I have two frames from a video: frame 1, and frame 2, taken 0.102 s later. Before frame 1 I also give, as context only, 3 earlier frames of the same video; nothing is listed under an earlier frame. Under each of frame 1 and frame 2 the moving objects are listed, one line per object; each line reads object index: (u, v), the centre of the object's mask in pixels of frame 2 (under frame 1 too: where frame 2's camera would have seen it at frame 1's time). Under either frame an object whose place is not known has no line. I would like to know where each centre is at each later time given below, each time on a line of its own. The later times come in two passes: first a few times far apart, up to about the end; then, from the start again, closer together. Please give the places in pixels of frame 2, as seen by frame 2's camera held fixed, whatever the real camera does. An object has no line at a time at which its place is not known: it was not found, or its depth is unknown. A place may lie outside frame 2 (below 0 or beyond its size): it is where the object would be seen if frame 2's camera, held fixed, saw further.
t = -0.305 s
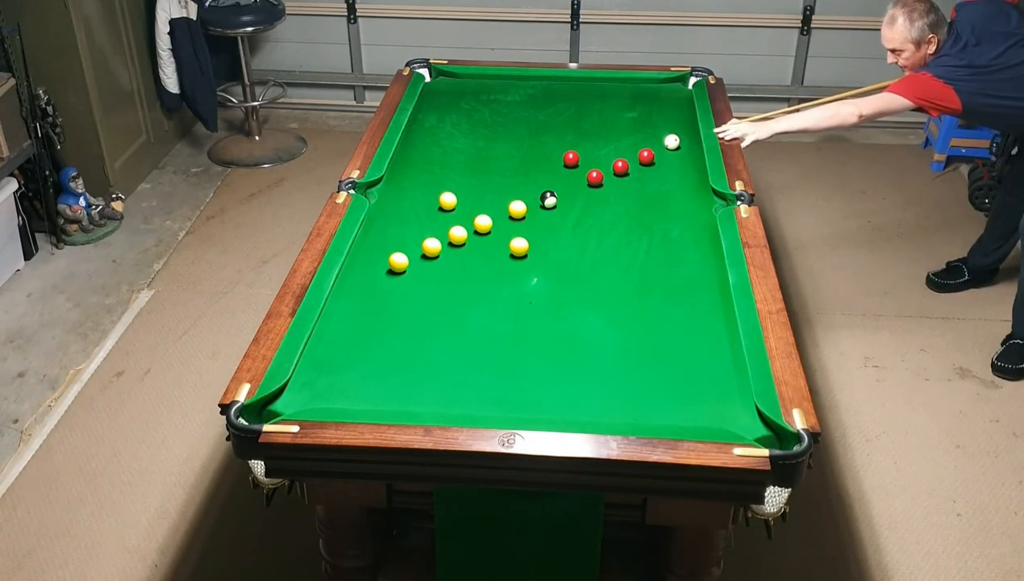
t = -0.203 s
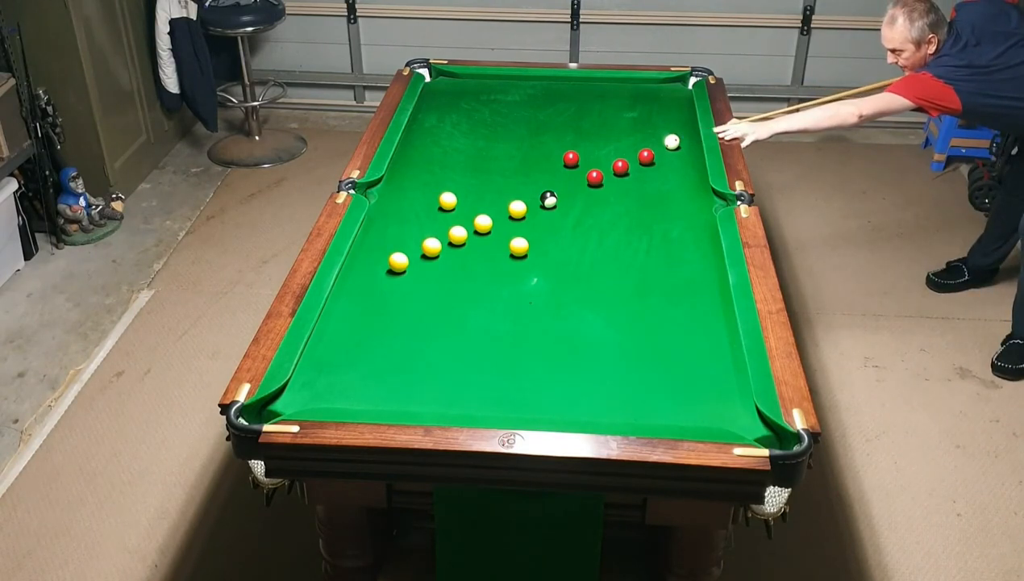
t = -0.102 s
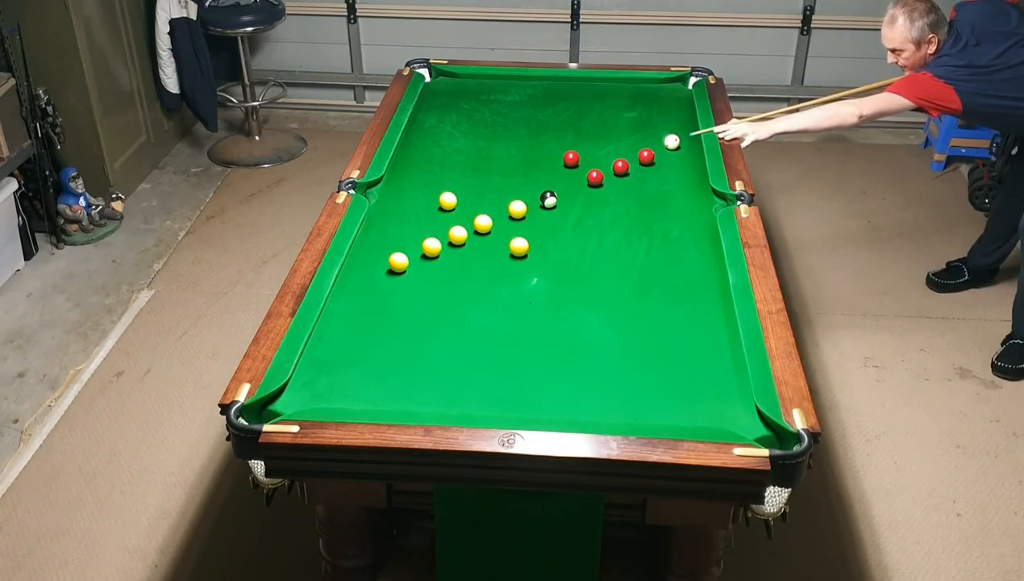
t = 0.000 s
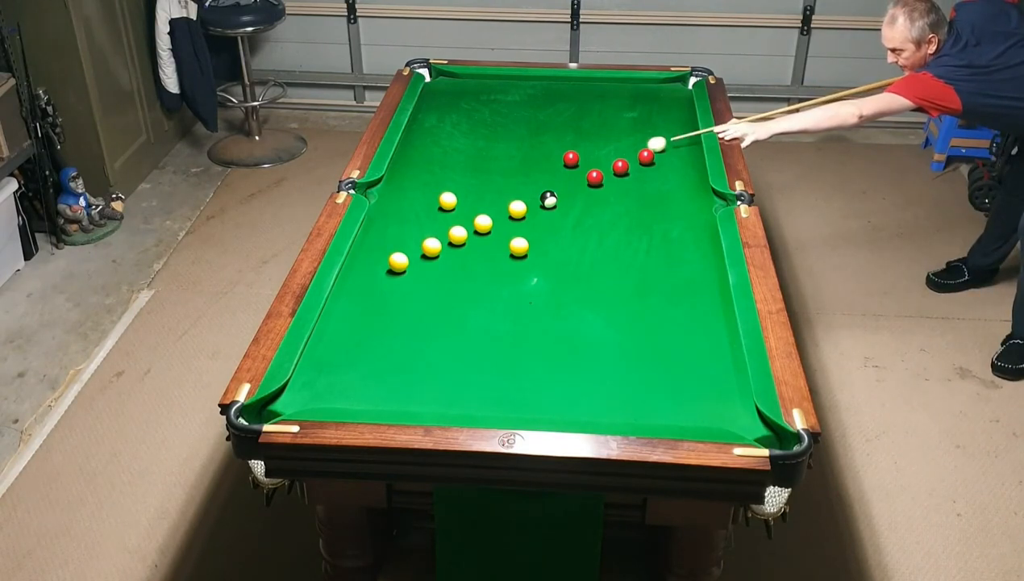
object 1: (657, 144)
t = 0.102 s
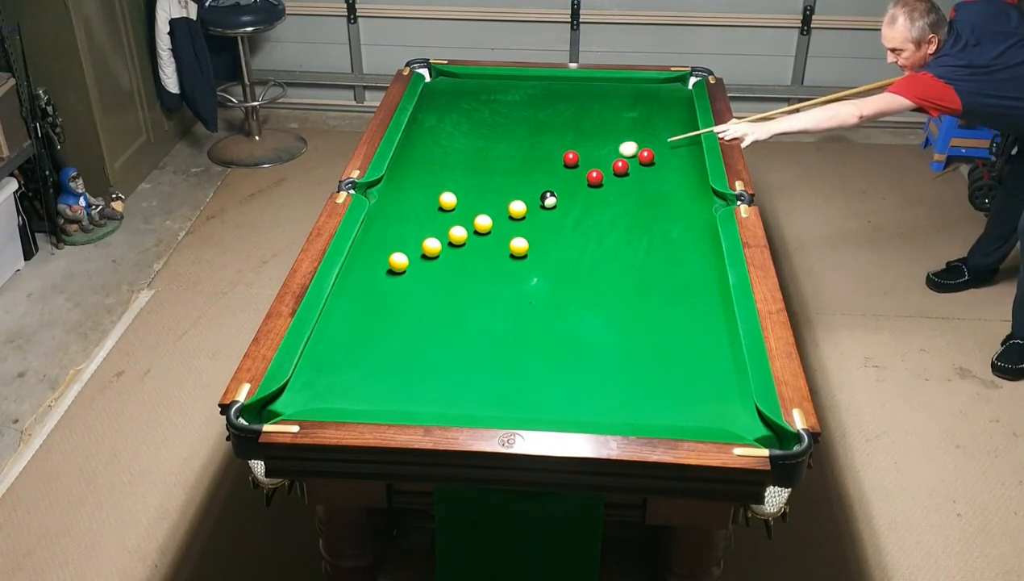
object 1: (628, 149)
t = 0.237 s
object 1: (590, 155)
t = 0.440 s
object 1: (578, 157)
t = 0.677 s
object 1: (565, 158)
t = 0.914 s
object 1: (555, 160)
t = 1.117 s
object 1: (547, 160)
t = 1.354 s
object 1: (539, 161)
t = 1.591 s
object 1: (533, 162)
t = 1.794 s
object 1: (528, 162)
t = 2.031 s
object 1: (526, 162)
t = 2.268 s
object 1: (525, 162)
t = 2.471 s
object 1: (525, 162)
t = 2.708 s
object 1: (525, 162)
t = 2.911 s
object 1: (525, 162)
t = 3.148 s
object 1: (525, 162)
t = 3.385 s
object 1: (525, 162)
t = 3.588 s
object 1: (525, 162)
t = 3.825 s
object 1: (525, 162)
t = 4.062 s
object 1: (525, 162)
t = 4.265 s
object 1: (525, 162)
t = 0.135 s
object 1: (619, 150)
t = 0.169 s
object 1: (609, 152)
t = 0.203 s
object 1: (600, 154)
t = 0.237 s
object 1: (590, 155)
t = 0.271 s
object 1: (585, 156)
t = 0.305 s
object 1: (585, 156)
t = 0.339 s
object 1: (584, 156)
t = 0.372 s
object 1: (582, 157)
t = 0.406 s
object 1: (580, 157)
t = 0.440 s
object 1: (578, 157)
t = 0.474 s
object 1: (576, 157)
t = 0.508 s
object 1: (574, 157)
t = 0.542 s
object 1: (572, 158)
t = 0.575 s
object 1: (571, 158)
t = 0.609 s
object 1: (569, 158)
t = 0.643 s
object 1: (567, 158)
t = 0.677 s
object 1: (565, 158)
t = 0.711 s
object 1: (564, 158)
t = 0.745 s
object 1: (562, 159)
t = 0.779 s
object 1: (561, 159)
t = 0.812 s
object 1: (559, 159)
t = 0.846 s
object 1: (558, 159)
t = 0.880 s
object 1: (556, 159)
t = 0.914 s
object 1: (555, 160)
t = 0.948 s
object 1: (553, 160)
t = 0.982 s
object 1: (552, 160)
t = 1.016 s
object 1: (551, 160)
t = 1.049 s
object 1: (549, 160)
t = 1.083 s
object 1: (548, 160)
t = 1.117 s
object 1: (547, 160)
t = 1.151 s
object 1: (545, 160)
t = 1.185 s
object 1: (544, 160)
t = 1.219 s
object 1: (543, 161)
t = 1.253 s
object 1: (542, 161)
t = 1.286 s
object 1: (541, 161)
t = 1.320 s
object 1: (540, 161)
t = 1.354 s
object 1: (539, 161)
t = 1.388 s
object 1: (538, 161)
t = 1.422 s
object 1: (537, 161)
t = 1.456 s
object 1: (536, 161)
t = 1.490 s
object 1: (535, 161)
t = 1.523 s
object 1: (533, 161)
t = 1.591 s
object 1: (533, 162)
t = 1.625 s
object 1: (532, 162)
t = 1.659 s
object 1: (531, 162)
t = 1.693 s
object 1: (530, 162)
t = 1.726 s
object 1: (529, 162)
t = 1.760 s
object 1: (529, 162)
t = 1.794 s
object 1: (528, 162)
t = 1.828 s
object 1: (528, 162)
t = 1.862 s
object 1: (527, 162)
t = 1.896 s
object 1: (527, 162)
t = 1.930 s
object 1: (527, 162)
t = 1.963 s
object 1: (526, 162)
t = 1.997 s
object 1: (526, 162)
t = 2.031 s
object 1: (526, 162)
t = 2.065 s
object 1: (526, 162)
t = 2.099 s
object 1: (525, 162)
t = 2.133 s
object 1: (525, 162)
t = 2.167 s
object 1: (525, 162)
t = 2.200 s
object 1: (525, 162)
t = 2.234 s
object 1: (525, 162)
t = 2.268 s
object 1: (525, 162)
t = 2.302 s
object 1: (525, 162)
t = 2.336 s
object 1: (525, 162)
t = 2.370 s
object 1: (525, 162)
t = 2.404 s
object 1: (525, 162)
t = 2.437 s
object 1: (525, 162)
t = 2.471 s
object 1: (525, 162)
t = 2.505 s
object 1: (525, 162)
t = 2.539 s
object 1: (525, 162)
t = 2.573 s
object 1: (525, 162)
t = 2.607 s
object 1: (525, 162)
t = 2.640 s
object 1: (525, 162)
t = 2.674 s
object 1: (525, 162)
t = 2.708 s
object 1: (525, 162)
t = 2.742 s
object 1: (525, 162)
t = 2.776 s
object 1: (525, 162)
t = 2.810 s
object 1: (525, 162)
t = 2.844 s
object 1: (525, 162)
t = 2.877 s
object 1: (525, 162)
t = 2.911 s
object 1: (525, 162)
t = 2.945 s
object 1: (525, 162)
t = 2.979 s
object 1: (525, 162)
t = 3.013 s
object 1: (525, 162)
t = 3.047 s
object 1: (525, 162)
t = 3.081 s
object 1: (525, 162)
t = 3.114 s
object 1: (525, 162)
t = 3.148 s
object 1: (525, 162)
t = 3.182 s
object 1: (525, 162)
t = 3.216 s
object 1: (525, 162)
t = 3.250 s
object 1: (525, 162)
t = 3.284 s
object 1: (525, 162)
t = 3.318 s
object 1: (525, 162)
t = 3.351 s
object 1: (525, 162)
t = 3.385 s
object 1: (525, 162)
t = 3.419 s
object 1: (525, 162)
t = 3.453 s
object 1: (525, 162)
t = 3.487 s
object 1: (525, 162)
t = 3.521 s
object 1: (525, 162)
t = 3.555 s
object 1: (525, 162)
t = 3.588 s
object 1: (525, 162)
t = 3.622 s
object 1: (525, 162)
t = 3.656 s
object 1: (525, 162)
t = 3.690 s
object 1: (525, 162)
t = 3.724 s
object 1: (525, 162)
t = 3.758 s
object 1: (525, 162)
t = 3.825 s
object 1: (525, 162)
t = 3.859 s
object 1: (525, 162)
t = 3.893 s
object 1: (525, 162)
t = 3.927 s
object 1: (525, 162)
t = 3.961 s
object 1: (525, 162)
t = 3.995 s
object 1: (525, 162)
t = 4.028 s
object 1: (525, 162)
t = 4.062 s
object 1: (525, 162)
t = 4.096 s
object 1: (525, 162)
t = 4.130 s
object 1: (525, 162)
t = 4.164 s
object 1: (525, 162)
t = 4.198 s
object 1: (525, 162)
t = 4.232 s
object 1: (525, 162)
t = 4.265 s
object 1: (525, 162)
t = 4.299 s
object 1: (525, 162)
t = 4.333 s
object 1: (525, 162)
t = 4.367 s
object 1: (525, 162)
